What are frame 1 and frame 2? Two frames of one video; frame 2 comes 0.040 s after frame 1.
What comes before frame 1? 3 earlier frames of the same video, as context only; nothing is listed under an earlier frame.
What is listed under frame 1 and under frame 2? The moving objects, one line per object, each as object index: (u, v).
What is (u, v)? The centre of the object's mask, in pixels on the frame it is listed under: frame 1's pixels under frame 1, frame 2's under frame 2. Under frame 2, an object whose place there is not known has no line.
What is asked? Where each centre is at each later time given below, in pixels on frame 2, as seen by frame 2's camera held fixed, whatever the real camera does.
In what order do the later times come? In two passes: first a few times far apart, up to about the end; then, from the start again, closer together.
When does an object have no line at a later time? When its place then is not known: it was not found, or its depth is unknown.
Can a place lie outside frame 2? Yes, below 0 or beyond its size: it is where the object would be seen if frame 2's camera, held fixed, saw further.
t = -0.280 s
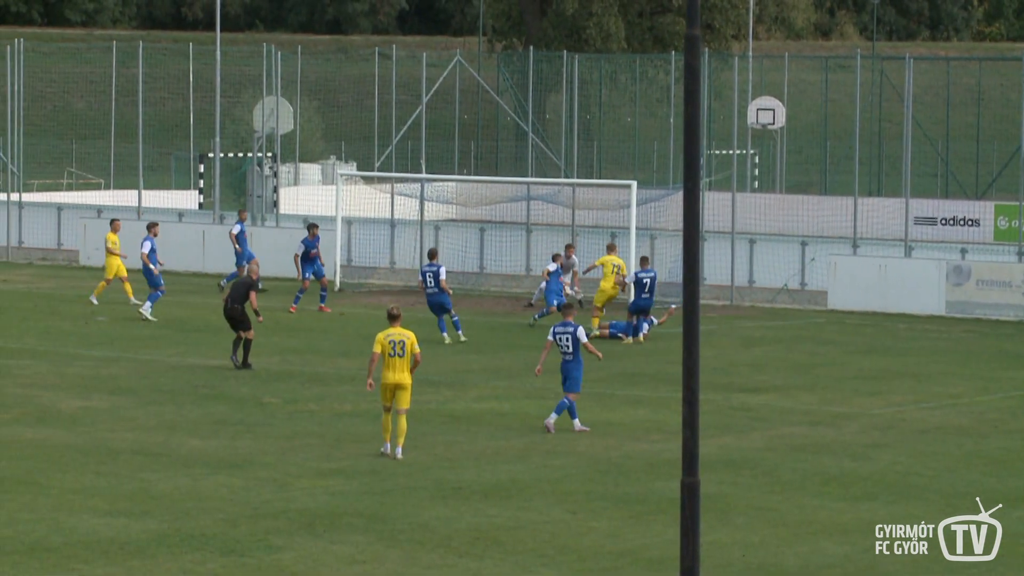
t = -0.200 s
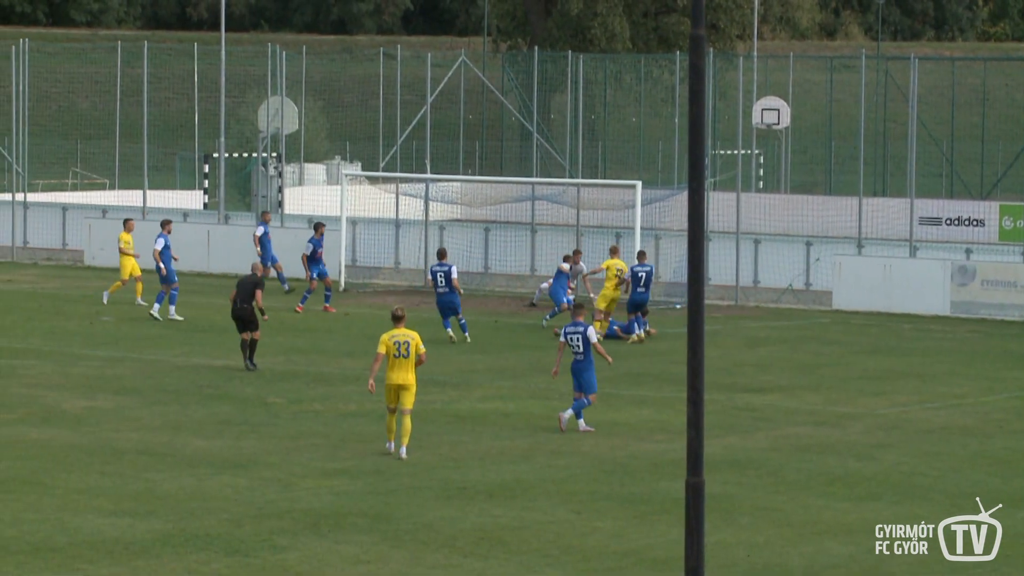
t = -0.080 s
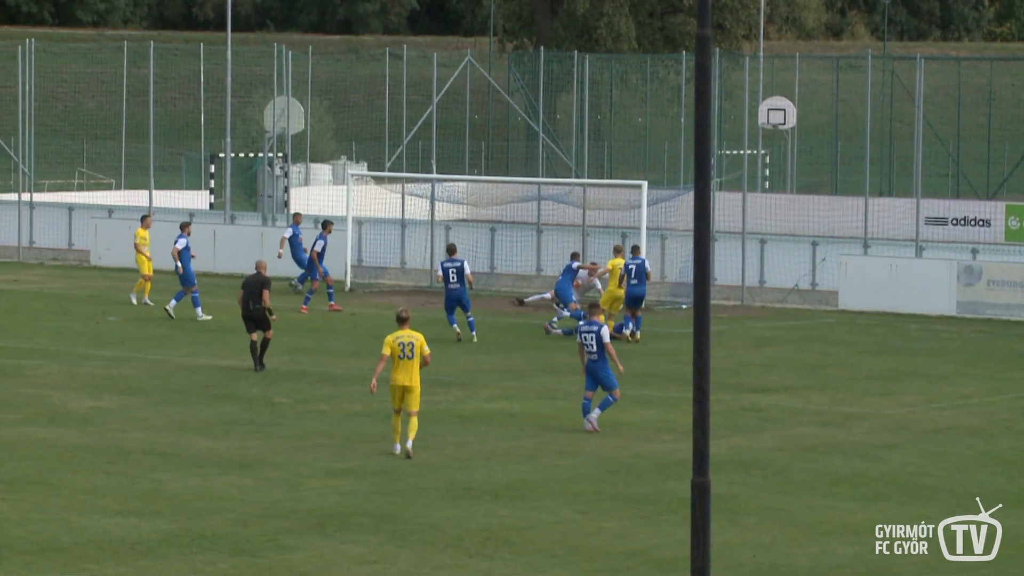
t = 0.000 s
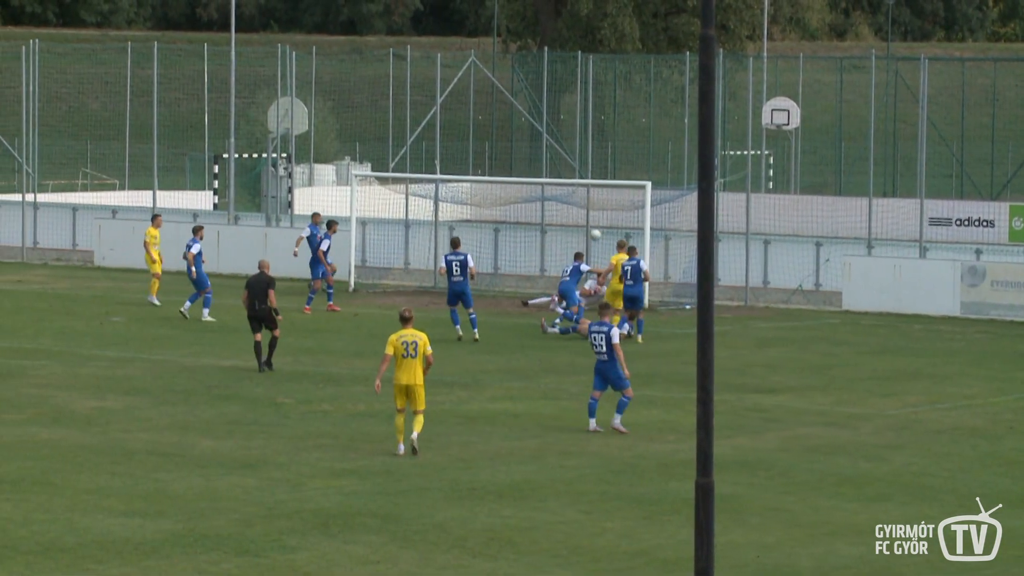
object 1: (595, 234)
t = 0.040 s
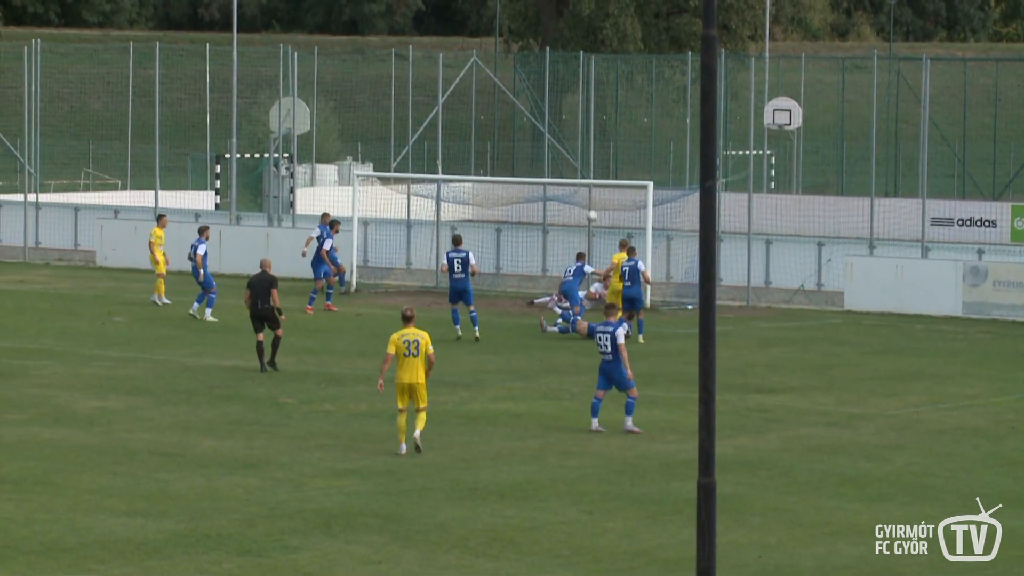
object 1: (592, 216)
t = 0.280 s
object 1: (559, 121)
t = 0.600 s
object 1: (514, 40)
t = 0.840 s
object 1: (479, 14)
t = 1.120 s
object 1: (437, 21)
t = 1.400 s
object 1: (394, 68)
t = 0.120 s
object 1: (580, 180)
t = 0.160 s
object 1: (576, 165)
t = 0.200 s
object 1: (570, 149)
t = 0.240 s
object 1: (564, 135)
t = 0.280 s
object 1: (559, 121)
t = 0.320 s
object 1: (553, 108)
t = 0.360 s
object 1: (548, 96)
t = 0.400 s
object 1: (542, 85)
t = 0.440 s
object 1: (536, 74)
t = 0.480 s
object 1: (530, 64)
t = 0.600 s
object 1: (514, 40)
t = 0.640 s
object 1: (508, 34)
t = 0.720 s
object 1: (496, 23)
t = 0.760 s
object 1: (490, 19)
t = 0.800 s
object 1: (485, 17)
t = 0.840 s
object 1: (479, 14)
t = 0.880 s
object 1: (473, 12)
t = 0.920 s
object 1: (467, 12)
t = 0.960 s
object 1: (461, 12)
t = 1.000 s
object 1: (455, 13)
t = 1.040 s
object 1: (449, 15)
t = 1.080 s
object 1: (443, 17)
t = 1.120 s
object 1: (437, 21)
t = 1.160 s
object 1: (431, 25)
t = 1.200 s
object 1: (425, 30)
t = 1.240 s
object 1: (419, 35)
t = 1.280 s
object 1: (413, 43)
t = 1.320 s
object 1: (407, 50)
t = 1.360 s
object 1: (401, 59)
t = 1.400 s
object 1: (394, 68)
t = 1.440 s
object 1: (388, 78)
